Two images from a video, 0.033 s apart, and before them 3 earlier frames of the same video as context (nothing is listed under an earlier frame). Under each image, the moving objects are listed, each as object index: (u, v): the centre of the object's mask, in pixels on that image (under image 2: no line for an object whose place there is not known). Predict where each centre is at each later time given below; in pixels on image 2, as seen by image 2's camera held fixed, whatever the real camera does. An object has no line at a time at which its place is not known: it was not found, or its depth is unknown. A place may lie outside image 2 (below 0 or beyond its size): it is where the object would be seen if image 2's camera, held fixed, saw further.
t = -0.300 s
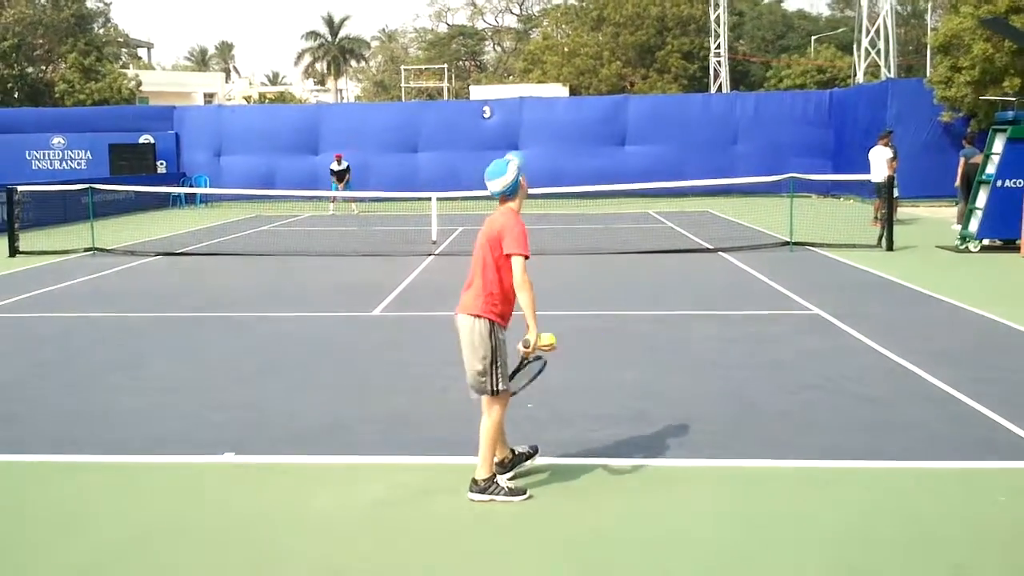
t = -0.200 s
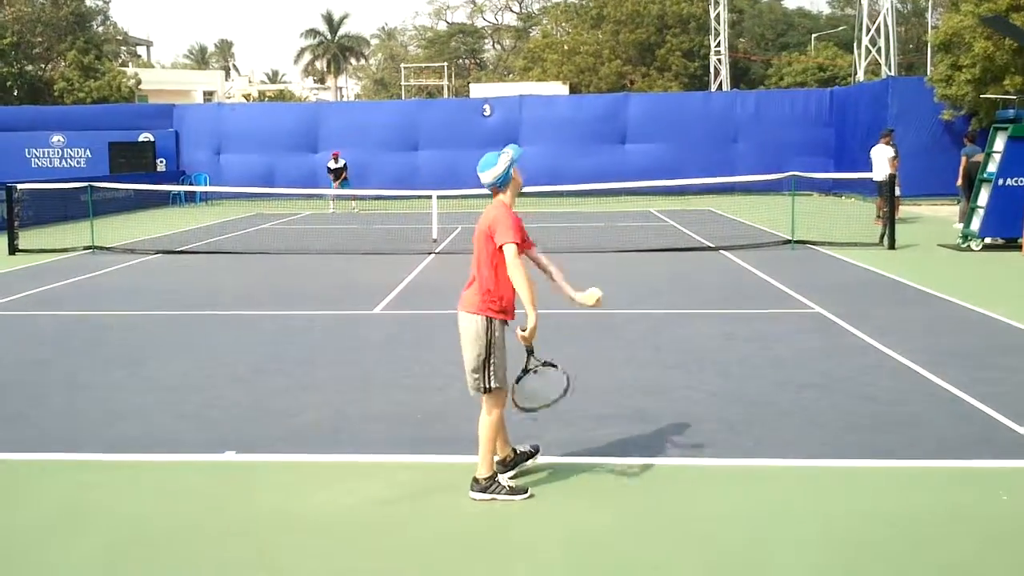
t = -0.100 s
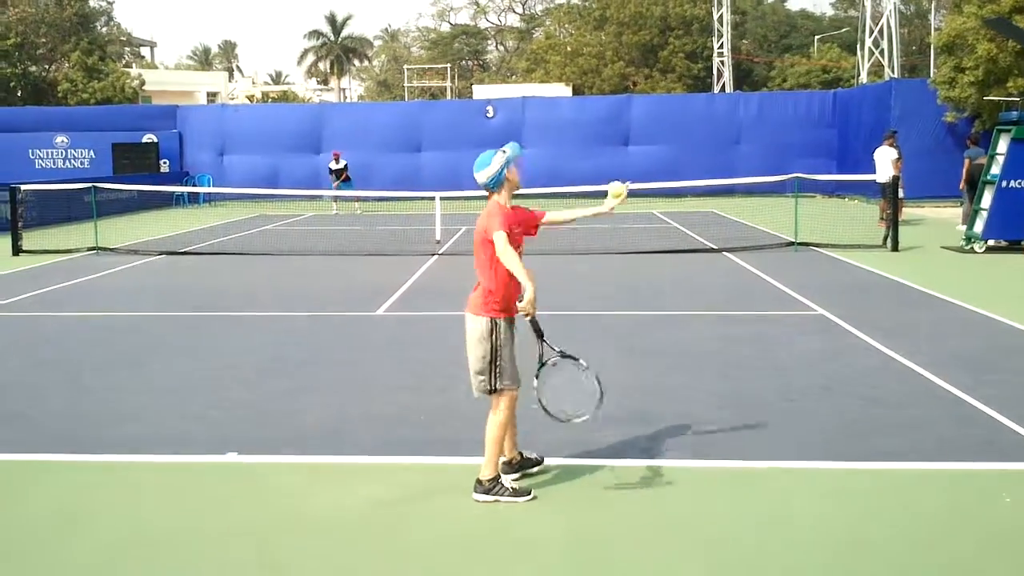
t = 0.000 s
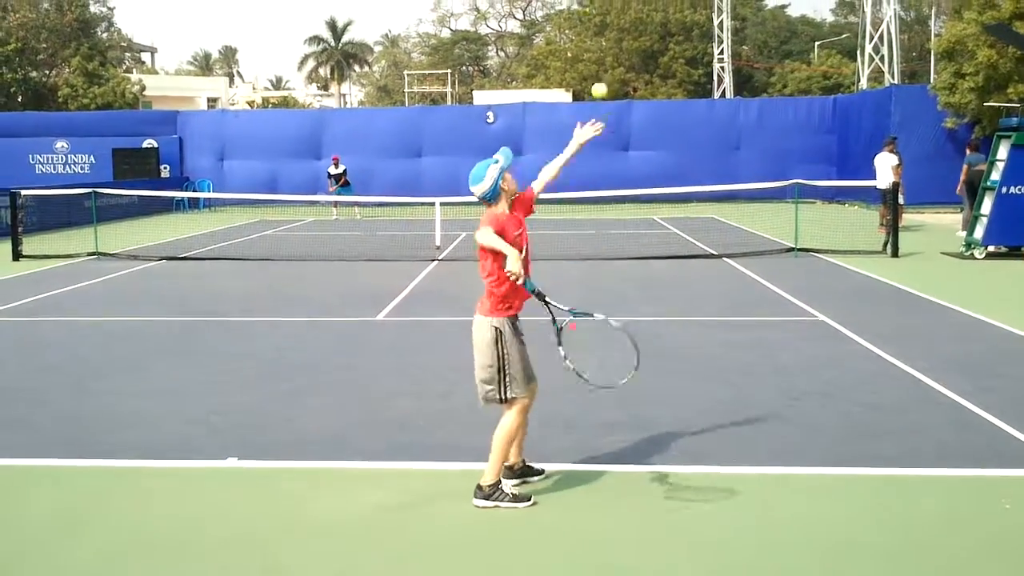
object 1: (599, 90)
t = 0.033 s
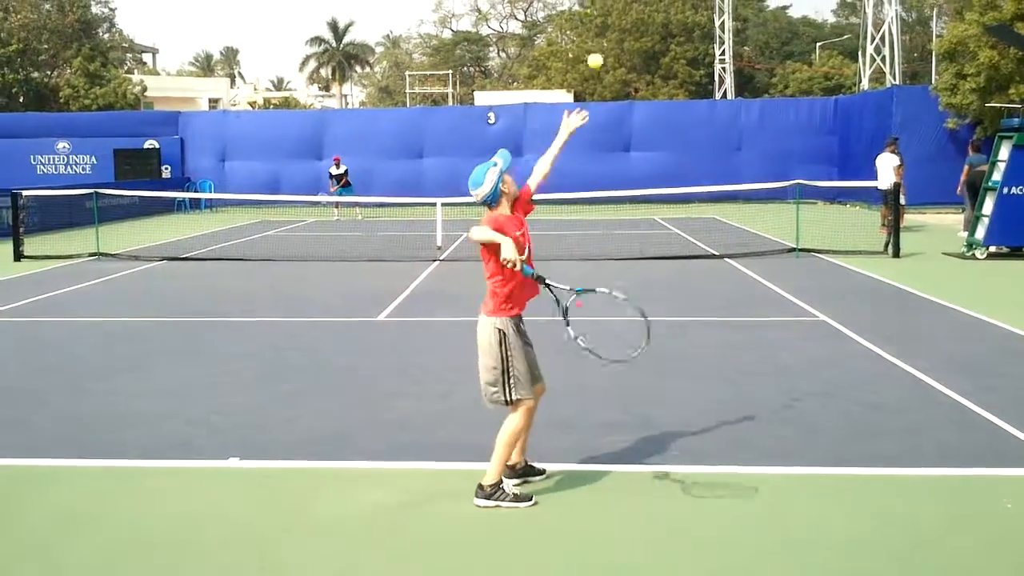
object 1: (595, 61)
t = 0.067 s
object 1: (589, 33)
